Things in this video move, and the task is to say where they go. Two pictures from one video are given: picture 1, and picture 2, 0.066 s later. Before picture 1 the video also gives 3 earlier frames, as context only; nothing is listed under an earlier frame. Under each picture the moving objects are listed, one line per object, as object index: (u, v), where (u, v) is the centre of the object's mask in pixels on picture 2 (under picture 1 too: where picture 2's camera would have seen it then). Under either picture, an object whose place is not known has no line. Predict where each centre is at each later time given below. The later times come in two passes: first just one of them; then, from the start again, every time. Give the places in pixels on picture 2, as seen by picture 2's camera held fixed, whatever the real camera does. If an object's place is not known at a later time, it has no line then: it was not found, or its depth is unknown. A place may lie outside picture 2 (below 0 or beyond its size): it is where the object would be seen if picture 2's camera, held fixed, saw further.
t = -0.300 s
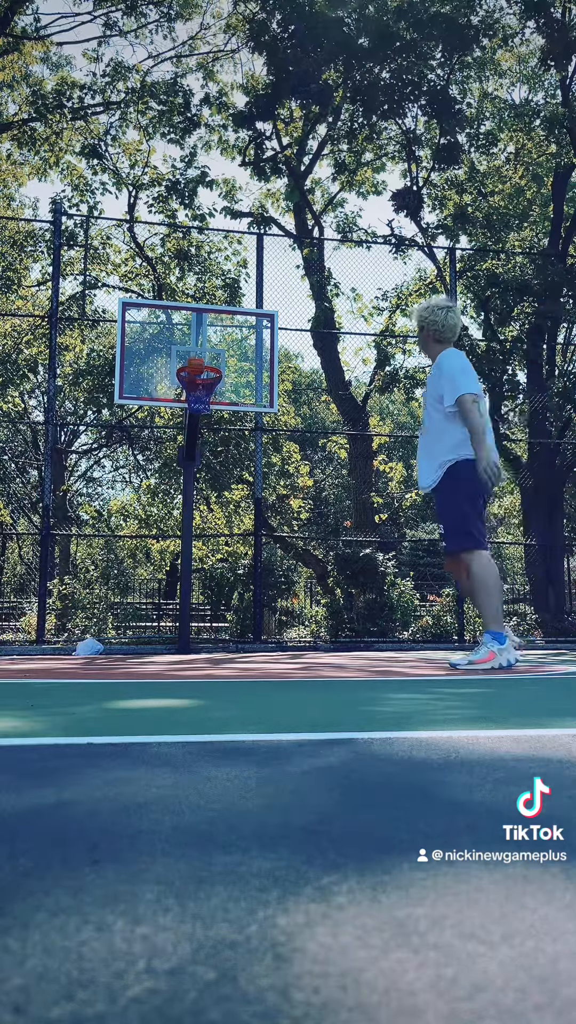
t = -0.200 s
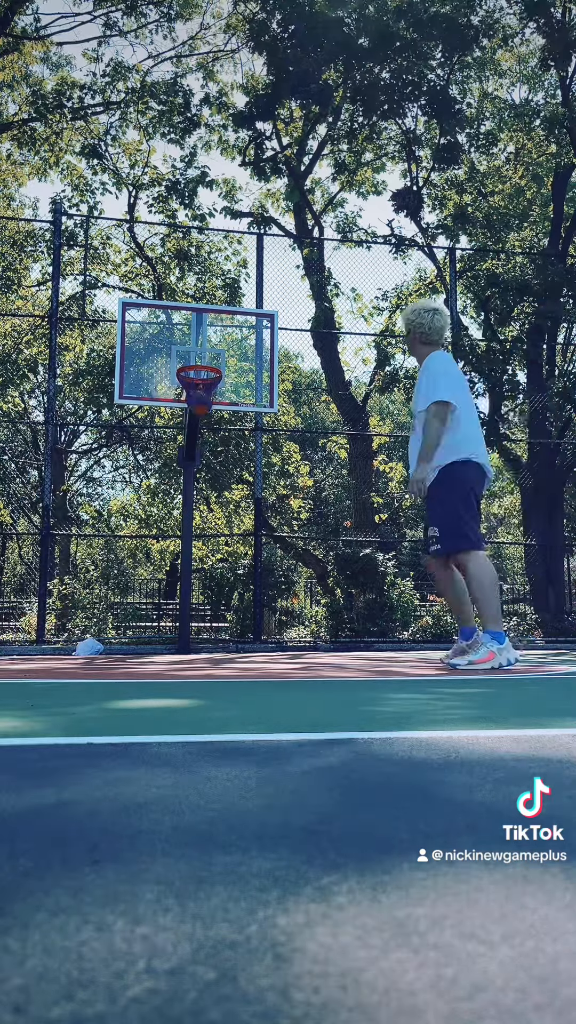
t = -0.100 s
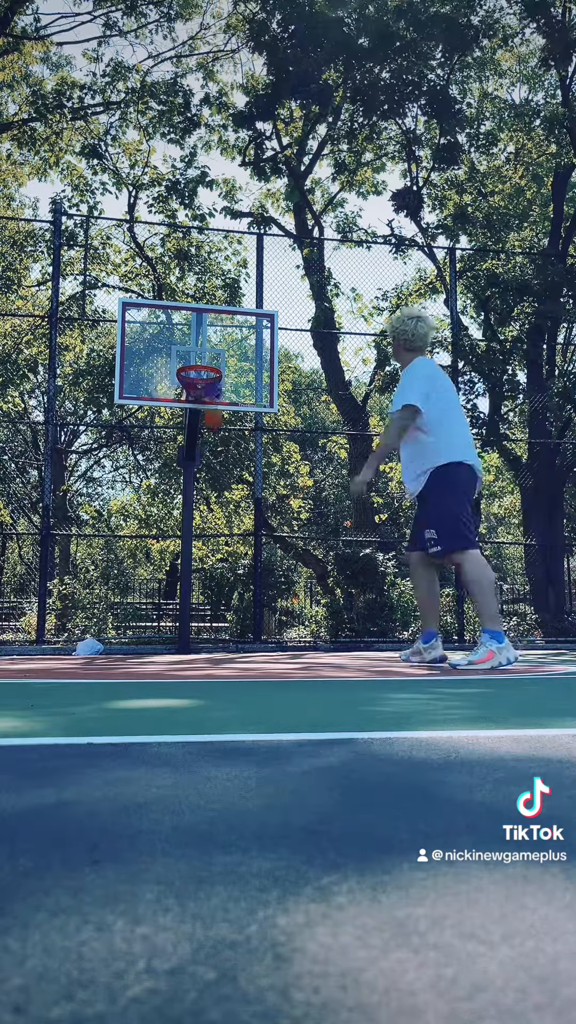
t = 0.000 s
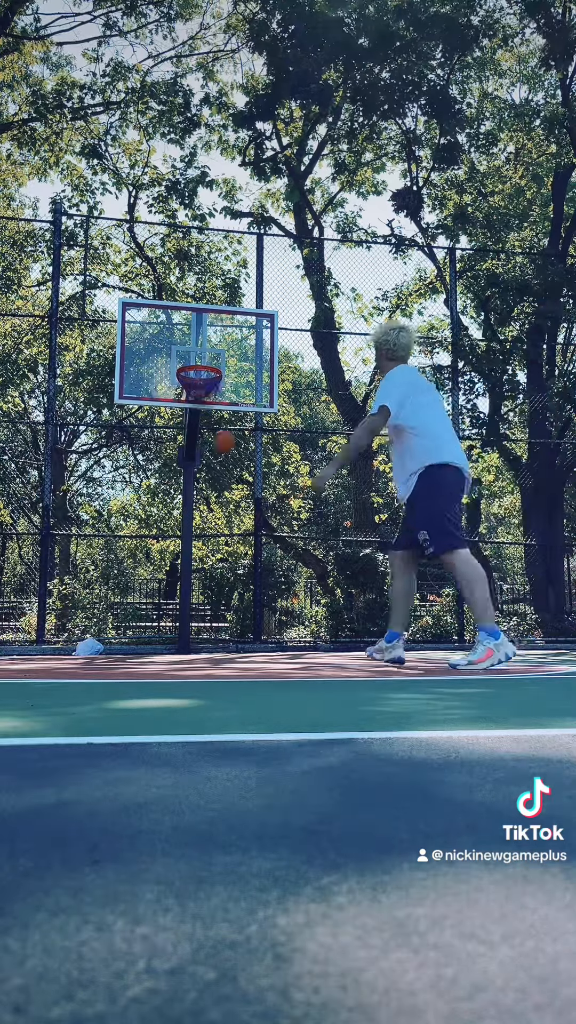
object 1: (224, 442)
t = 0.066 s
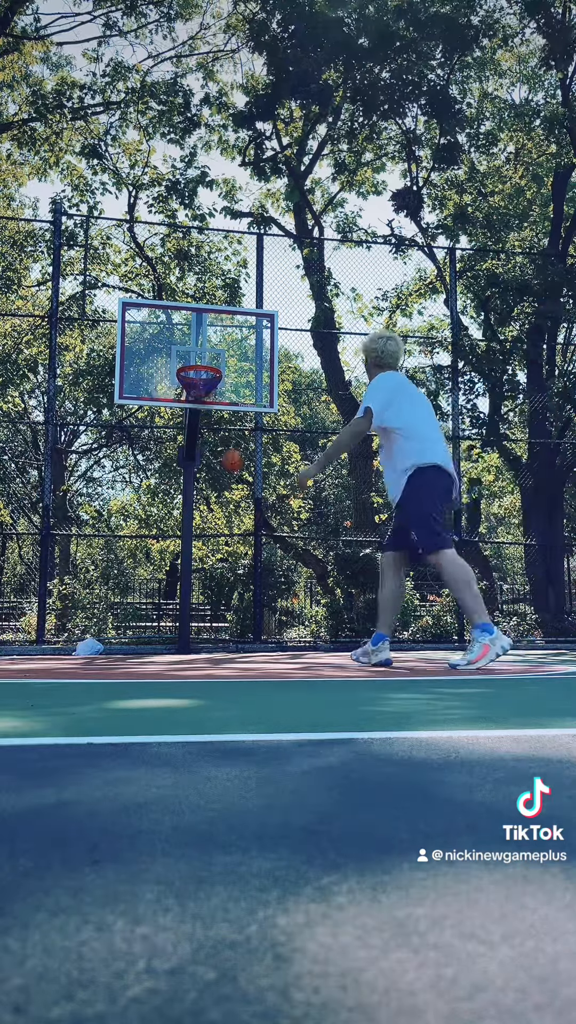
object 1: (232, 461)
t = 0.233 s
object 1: (252, 530)
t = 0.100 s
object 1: (237, 472)
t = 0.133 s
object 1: (240, 485)
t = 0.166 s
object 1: (245, 499)
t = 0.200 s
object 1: (248, 514)
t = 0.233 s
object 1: (252, 530)
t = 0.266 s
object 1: (256, 547)
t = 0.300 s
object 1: (260, 567)
